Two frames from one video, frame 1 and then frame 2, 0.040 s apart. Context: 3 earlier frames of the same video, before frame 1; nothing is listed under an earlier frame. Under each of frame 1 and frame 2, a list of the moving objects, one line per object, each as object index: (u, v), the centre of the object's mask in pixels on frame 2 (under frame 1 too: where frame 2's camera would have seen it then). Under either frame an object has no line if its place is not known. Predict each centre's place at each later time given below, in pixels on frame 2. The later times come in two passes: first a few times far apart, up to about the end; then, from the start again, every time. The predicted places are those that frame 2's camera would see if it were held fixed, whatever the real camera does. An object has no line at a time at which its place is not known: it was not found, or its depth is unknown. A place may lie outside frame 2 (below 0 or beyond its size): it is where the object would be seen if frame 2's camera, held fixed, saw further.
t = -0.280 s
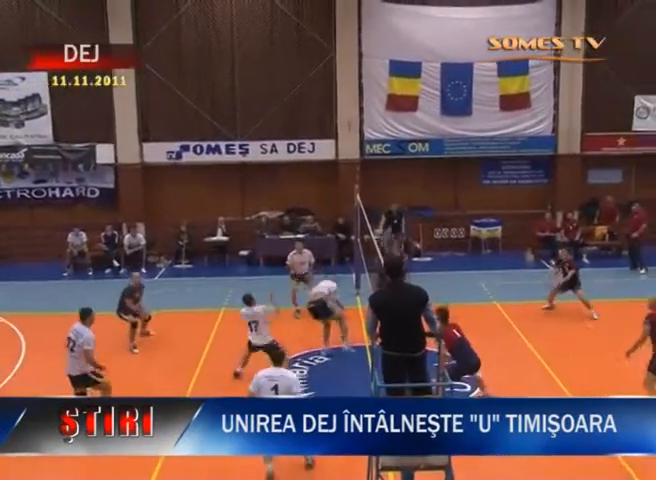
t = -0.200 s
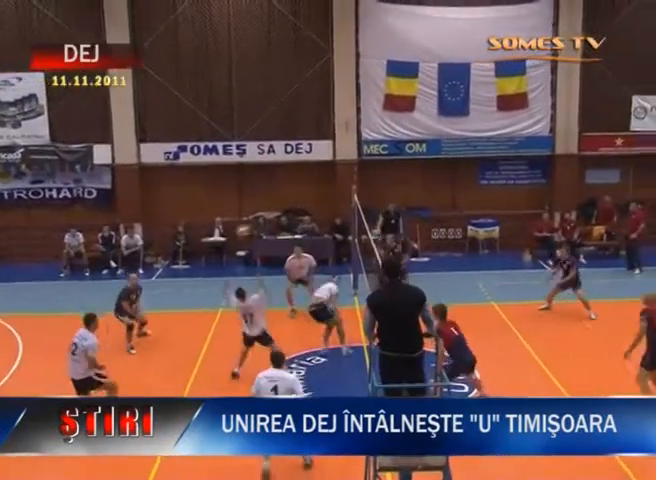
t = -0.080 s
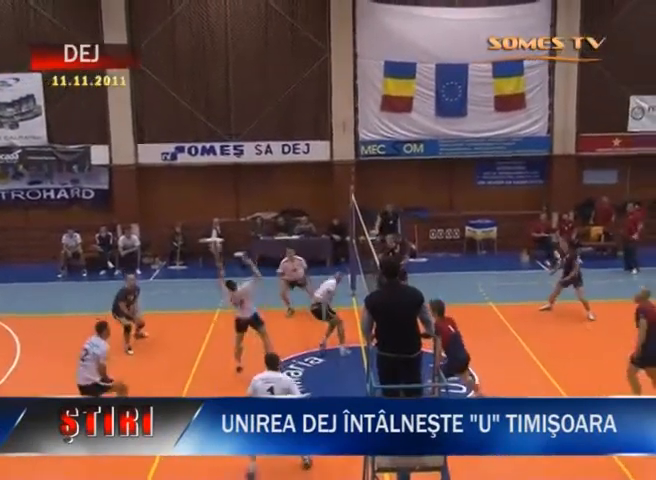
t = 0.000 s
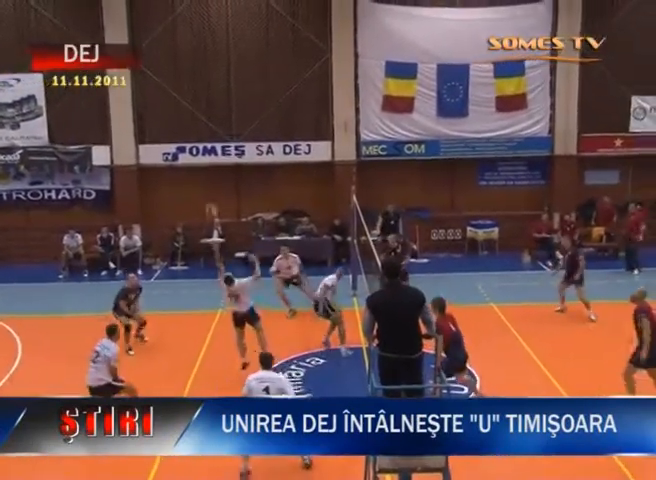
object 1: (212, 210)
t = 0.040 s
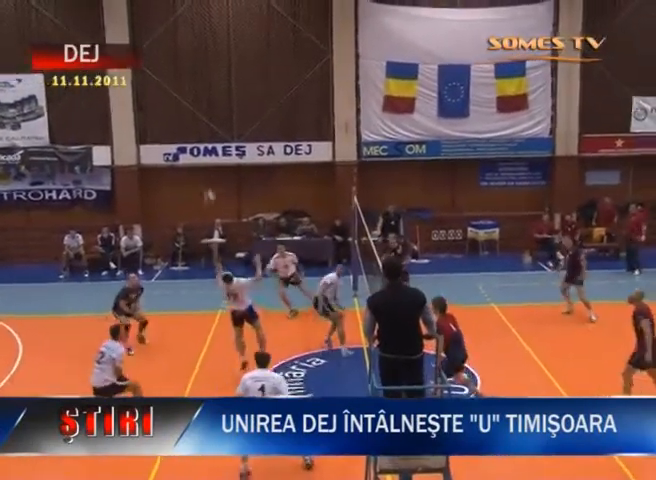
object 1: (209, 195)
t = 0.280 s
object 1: (196, 124)
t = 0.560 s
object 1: (184, 88)
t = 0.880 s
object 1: (174, 103)
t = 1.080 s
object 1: (170, 140)
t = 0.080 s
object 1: (207, 181)
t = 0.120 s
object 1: (206, 168)
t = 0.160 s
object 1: (203, 158)
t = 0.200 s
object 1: (202, 139)
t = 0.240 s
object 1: (199, 133)
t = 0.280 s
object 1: (196, 124)
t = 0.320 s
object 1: (195, 116)
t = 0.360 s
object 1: (193, 109)
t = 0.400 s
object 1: (192, 103)
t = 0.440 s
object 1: (189, 97)
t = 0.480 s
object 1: (187, 92)
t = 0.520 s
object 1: (186, 89)
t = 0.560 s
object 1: (184, 88)
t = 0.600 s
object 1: (183, 86)
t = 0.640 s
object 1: (182, 86)
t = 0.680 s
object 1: (180, 86)
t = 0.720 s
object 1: (179, 88)
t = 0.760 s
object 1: (178, 90)
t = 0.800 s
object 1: (177, 94)
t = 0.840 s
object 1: (175, 97)
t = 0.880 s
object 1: (174, 103)
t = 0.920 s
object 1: (173, 109)
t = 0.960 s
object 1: (172, 116)
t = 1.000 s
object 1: (172, 124)
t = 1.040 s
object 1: (171, 132)
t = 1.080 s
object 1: (170, 140)
